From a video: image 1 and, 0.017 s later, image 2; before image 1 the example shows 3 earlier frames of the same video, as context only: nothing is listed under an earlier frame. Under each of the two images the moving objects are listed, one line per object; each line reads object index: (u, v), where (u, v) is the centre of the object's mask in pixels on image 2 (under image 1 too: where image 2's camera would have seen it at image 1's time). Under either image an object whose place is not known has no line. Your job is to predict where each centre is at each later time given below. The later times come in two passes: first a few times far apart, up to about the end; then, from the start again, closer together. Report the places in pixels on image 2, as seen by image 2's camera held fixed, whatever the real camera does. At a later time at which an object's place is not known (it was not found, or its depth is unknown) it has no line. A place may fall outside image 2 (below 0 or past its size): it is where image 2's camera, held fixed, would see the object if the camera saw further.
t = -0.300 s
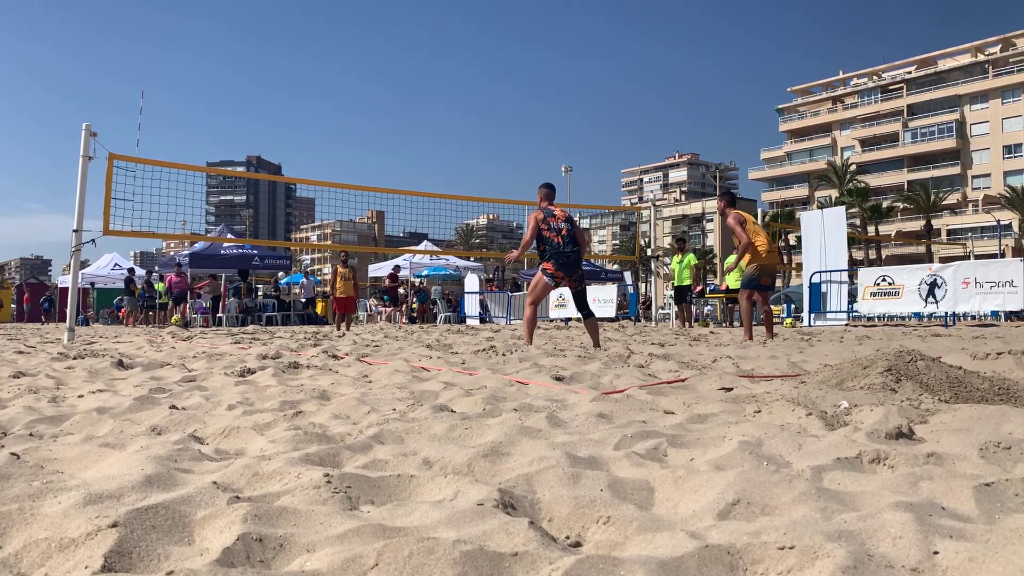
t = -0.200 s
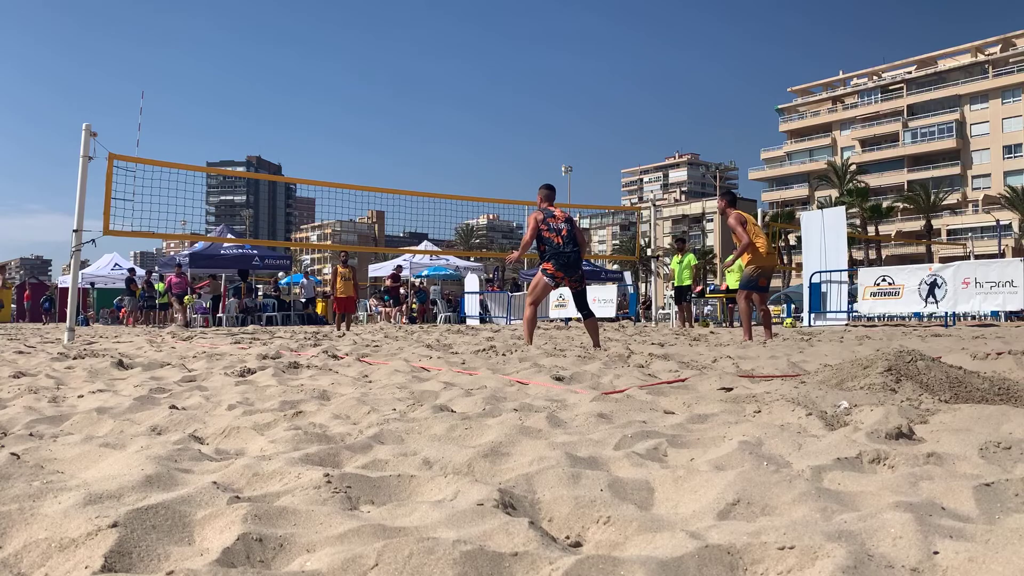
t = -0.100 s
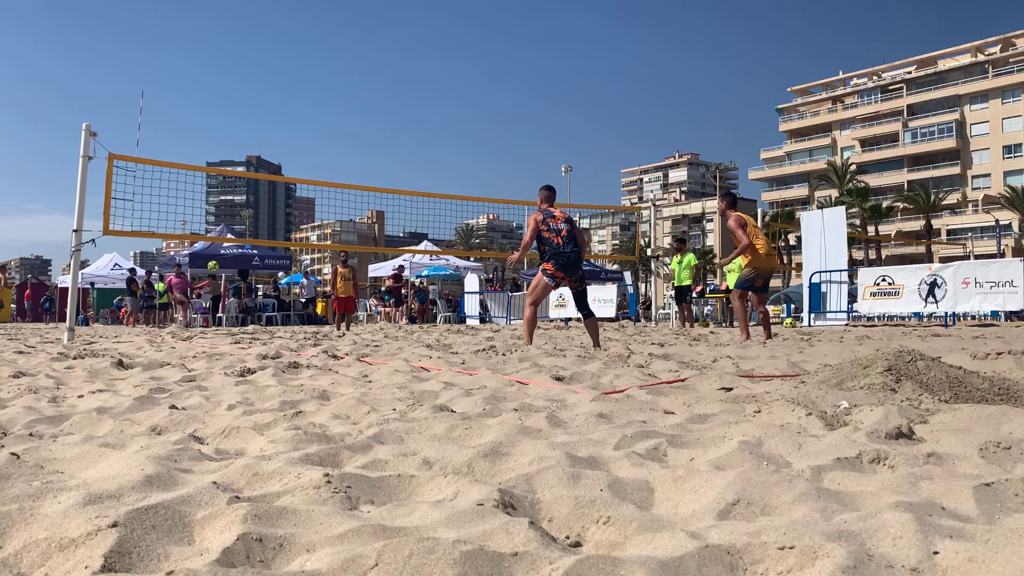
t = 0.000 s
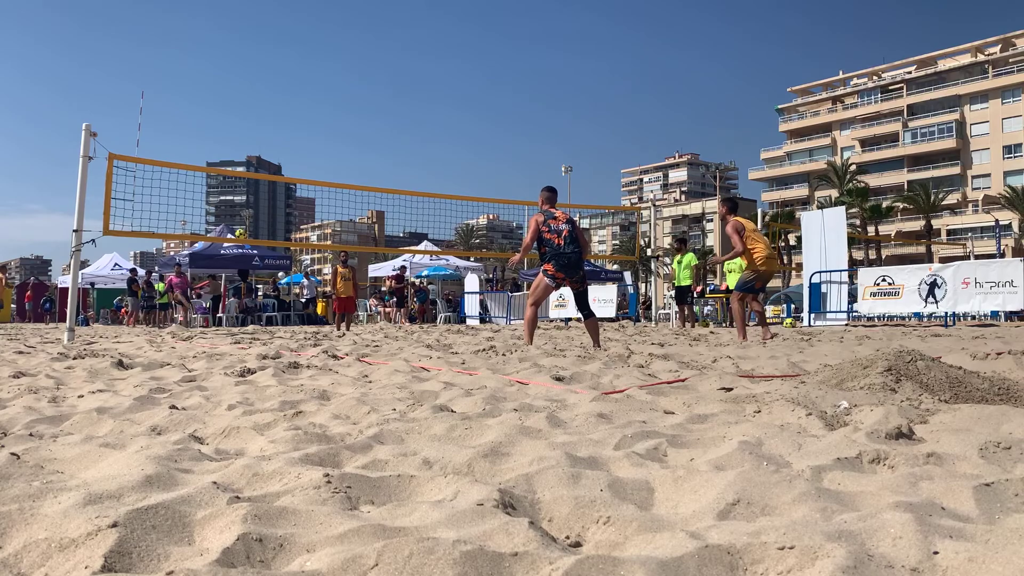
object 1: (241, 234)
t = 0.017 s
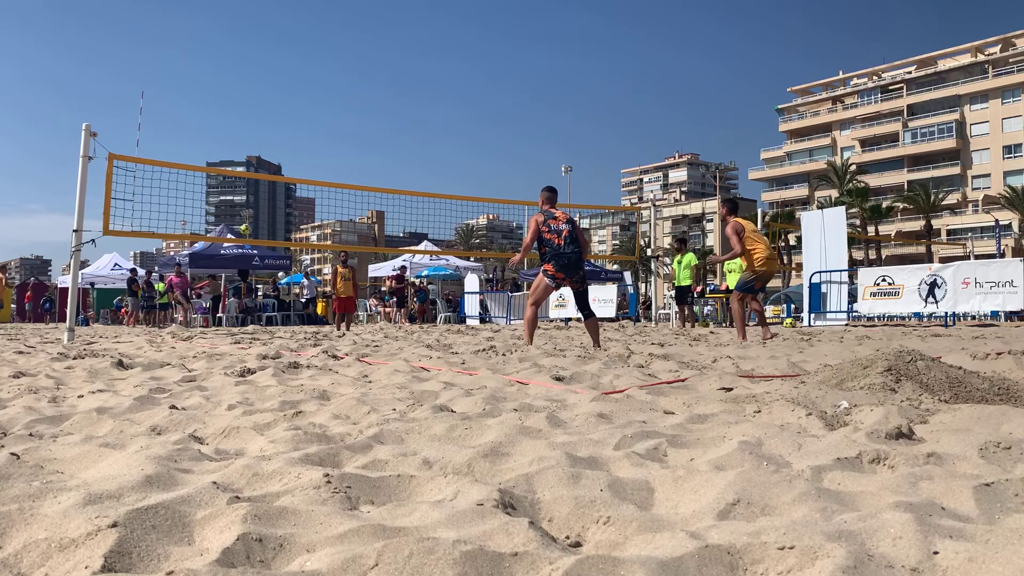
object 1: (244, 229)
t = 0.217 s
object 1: (311, 174)
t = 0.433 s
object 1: (400, 131)
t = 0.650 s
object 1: (509, 110)
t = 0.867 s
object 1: (644, 116)
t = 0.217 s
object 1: (311, 174)
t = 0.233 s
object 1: (318, 170)
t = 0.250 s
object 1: (324, 167)
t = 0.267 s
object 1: (330, 163)
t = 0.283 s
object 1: (337, 159)
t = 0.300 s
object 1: (343, 155)
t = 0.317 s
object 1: (350, 152)
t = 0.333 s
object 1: (357, 149)
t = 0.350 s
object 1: (364, 146)
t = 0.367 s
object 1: (371, 142)
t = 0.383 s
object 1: (378, 139)
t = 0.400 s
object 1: (385, 136)
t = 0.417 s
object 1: (392, 134)
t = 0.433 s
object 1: (400, 131)
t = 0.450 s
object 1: (408, 129)
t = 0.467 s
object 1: (415, 126)
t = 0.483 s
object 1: (423, 124)
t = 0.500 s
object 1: (431, 122)
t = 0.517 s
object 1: (439, 120)
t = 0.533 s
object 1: (447, 118)
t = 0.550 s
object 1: (456, 117)
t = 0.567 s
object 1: (464, 115)
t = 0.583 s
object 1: (473, 114)
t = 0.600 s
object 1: (482, 112)
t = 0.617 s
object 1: (490, 112)
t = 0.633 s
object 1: (500, 110)
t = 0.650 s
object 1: (509, 110)
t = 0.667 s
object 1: (518, 109)
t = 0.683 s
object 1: (528, 109)
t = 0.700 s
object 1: (537, 109)
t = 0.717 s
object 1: (547, 108)
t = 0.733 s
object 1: (557, 108)
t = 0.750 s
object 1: (567, 109)
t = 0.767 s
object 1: (578, 109)
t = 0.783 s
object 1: (588, 110)
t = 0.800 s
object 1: (599, 111)
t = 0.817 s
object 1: (610, 111)
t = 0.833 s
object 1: (621, 113)
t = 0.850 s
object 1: (632, 115)
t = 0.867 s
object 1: (644, 116)
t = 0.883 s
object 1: (656, 118)
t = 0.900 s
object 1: (668, 120)
